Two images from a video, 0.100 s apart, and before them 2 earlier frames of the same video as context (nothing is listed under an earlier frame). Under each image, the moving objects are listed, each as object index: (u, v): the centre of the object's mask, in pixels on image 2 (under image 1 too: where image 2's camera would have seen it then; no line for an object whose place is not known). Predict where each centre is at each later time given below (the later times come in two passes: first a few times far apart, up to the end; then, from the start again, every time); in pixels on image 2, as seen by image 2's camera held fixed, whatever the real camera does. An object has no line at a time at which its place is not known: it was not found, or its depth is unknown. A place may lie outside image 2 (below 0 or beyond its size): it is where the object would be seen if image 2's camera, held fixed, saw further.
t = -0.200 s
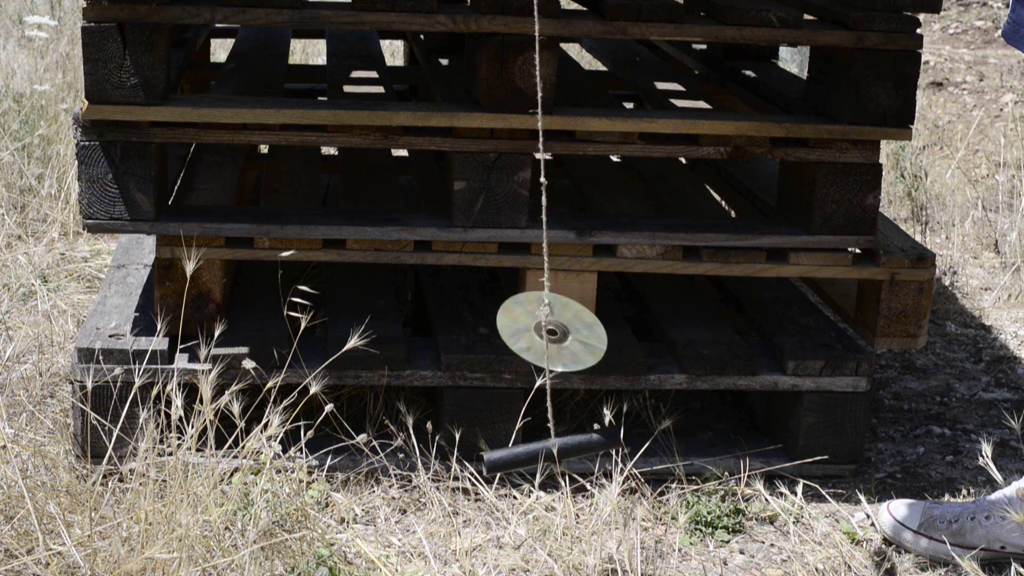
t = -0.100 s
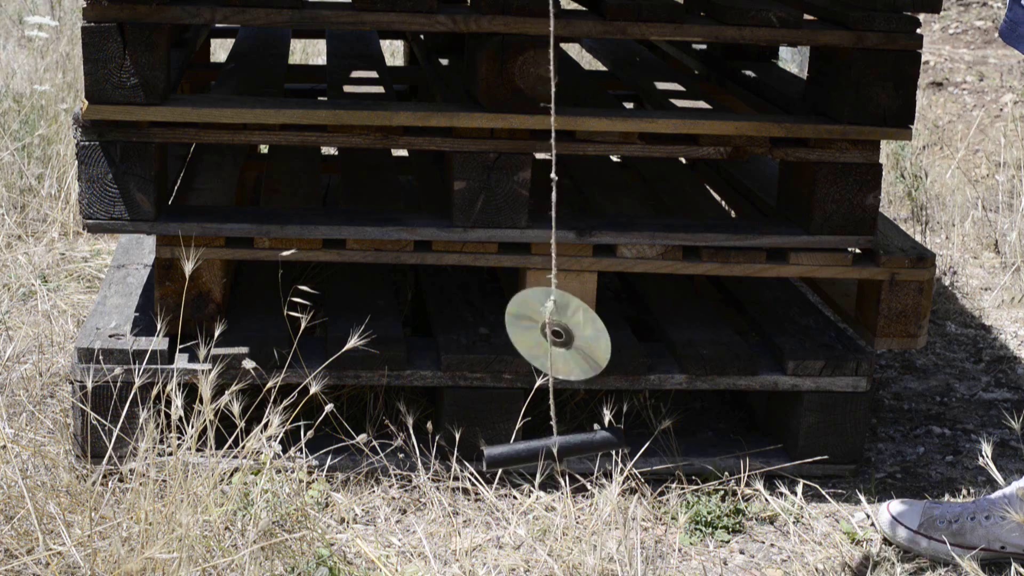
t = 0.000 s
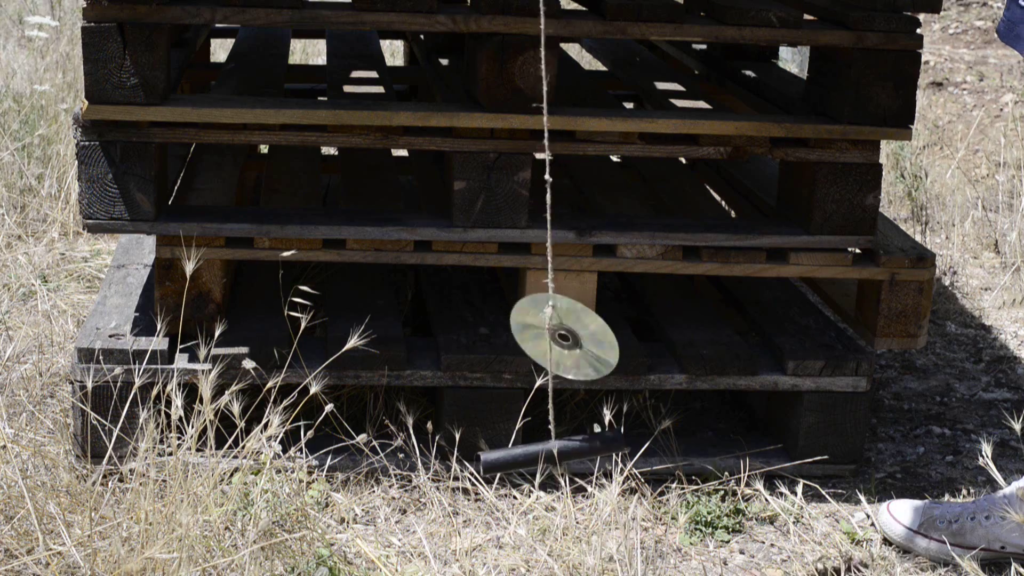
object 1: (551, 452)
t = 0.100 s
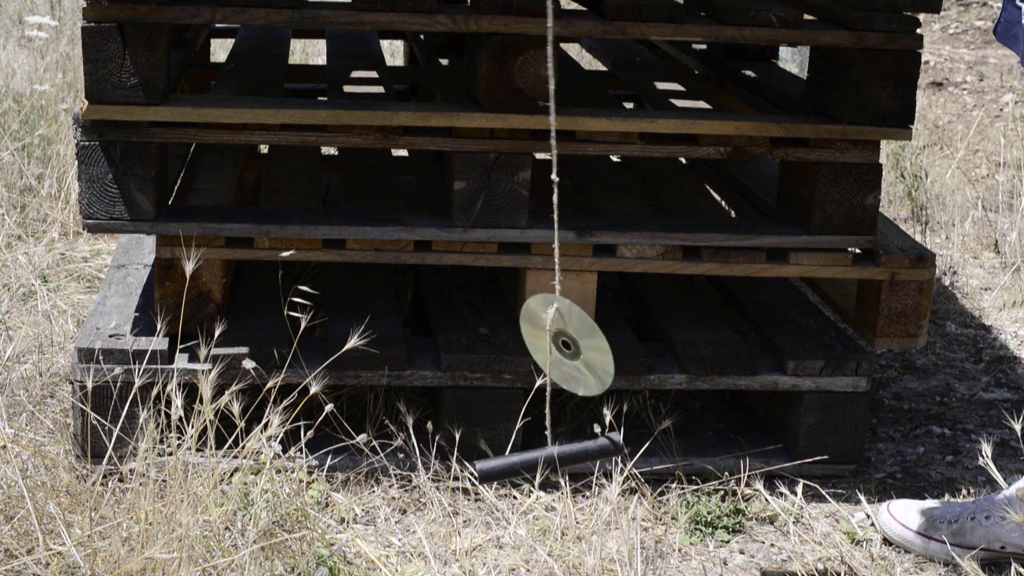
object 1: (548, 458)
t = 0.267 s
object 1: (546, 478)
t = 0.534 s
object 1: (543, 495)
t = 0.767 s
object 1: (526, 504)
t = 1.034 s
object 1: (532, 487)
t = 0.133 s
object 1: (548, 461)
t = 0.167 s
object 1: (548, 465)
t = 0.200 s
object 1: (548, 470)
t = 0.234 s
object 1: (548, 475)
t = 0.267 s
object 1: (546, 478)
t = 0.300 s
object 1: (548, 480)
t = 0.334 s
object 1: (547, 483)
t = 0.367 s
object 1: (546, 485)
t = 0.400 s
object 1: (547, 486)
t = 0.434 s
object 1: (546, 489)
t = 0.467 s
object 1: (546, 493)
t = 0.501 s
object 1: (545, 493)
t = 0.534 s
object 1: (543, 495)
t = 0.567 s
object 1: (542, 497)
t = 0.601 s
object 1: (540, 499)
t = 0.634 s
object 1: (537, 501)
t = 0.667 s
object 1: (534, 502)
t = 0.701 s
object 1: (532, 503)
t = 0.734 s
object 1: (528, 505)
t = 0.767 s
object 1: (526, 504)
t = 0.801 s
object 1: (525, 503)
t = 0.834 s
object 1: (524, 502)
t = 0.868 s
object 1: (525, 499)
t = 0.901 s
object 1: (526, 493)
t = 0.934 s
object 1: (528, 490)
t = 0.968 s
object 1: (529, 487)
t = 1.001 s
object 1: (530, 486)
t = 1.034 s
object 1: (532, 487)
